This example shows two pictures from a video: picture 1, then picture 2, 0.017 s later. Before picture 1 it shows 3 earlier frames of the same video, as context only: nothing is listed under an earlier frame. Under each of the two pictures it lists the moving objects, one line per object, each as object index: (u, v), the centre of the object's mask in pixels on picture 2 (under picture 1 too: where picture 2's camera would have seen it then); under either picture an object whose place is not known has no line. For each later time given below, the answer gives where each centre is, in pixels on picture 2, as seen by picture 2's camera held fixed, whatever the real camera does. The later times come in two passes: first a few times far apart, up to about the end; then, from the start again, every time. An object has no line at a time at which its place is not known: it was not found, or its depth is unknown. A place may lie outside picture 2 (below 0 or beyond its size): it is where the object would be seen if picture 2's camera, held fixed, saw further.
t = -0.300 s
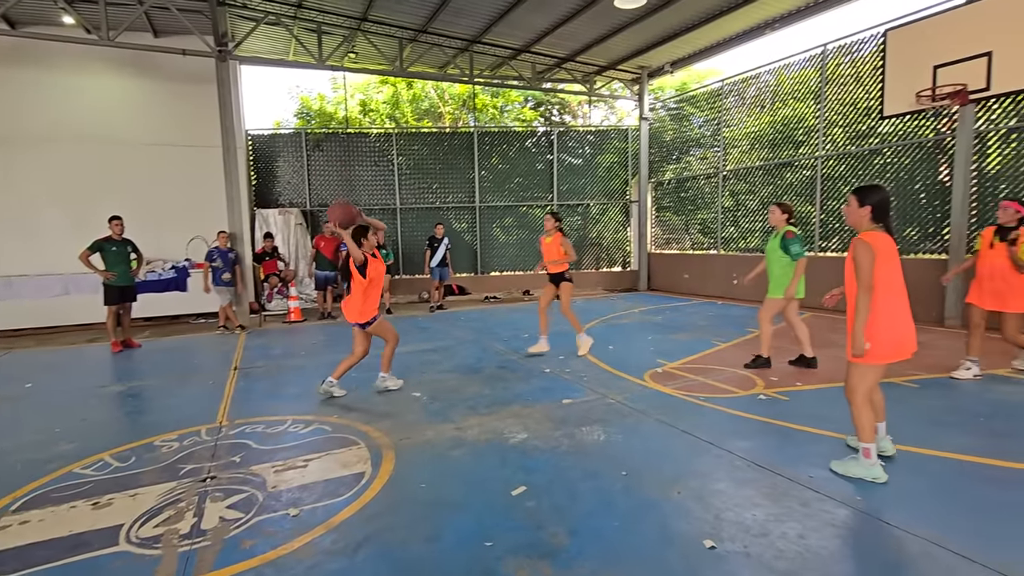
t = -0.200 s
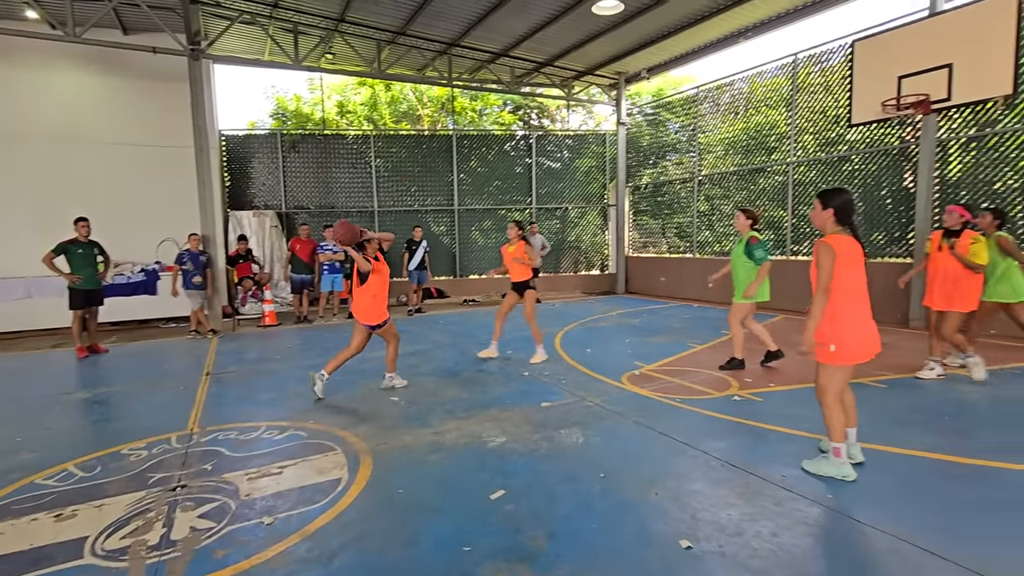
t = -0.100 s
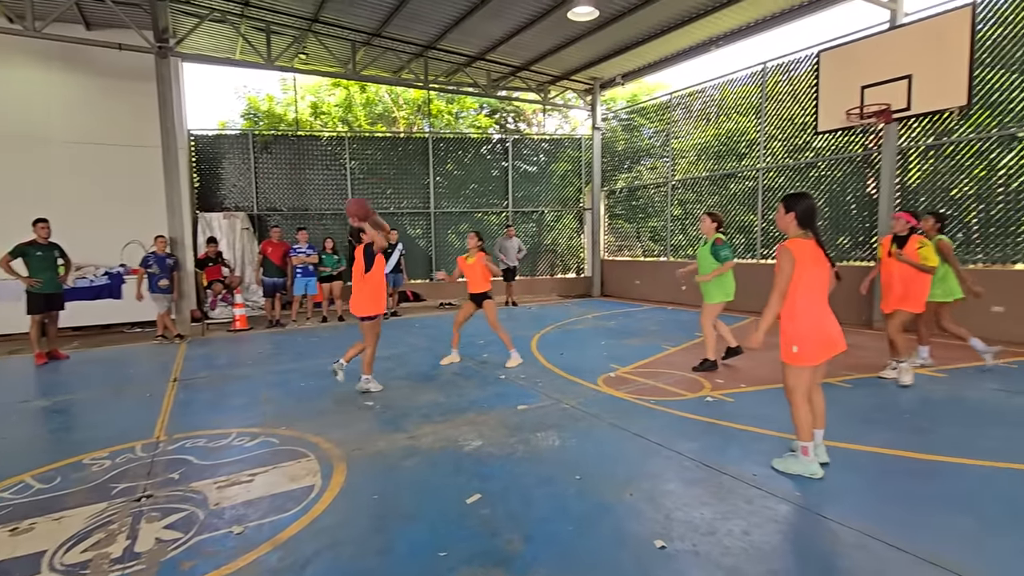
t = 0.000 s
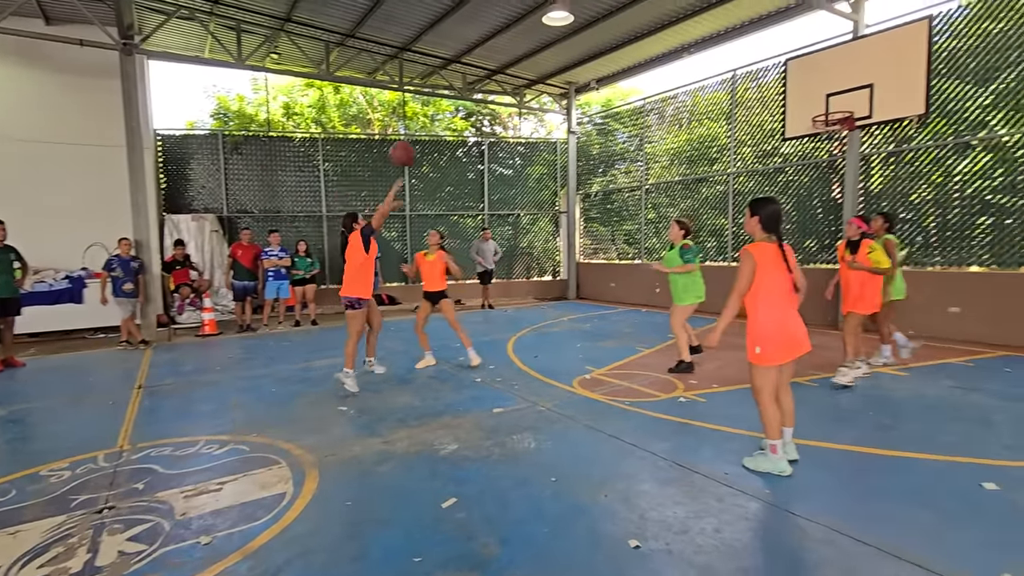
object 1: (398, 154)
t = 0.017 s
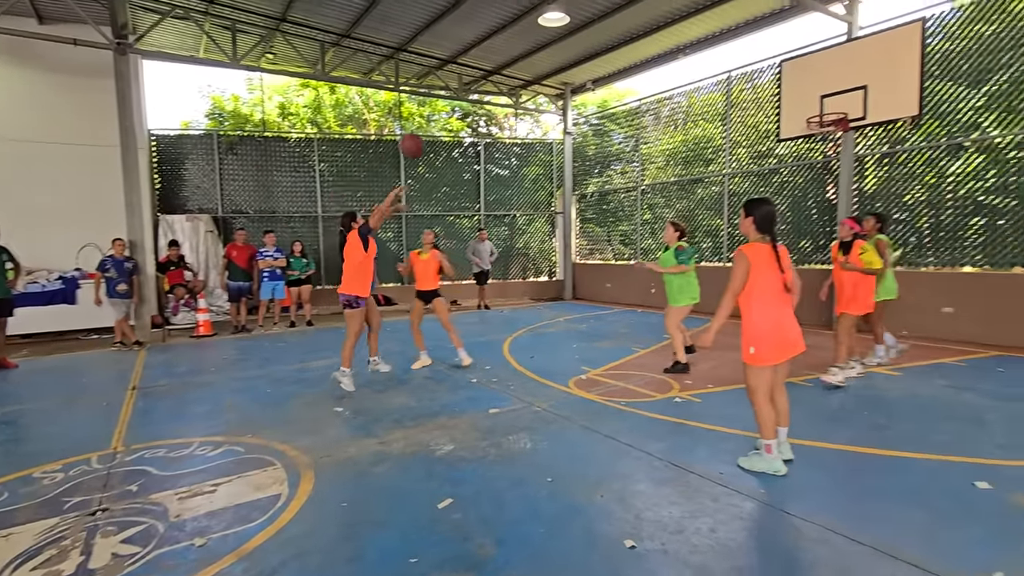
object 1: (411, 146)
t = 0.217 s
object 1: (551, 74)
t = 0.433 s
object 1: (667, 51)
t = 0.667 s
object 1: (759, 76)
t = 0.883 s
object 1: (784, 112)
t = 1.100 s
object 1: (735, 167)
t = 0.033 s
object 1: (425, 136)
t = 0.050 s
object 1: (438, 128)
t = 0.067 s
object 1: (450, 122)
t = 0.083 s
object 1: (463, 115)
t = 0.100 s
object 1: (475, 108)
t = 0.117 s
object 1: (487, 102)
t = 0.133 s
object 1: (498, 96)
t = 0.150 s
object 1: (509, 91)
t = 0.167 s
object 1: (519, 87)
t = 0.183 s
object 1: (531, 82)
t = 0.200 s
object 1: (542, 78)
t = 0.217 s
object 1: (551, 74)
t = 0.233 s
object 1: (562, 71)
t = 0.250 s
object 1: (572, 68)
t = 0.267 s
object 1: (582, 65)
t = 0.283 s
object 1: (591, 62)
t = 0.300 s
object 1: (600, 61)
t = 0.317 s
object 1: (610, 59)
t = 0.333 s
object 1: (618, 57)
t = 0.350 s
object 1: (627, 55)
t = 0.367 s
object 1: (636, 55)
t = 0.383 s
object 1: (644, 54)
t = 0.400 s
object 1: (652, 52)
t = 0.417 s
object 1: (660, 51)
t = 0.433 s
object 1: (667, 51)
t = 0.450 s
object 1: (675, 54)
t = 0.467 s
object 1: (682, 55)
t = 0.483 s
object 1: (689, 56)
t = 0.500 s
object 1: (696, 57)
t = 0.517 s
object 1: (704, 58)
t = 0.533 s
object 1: (711, 58)
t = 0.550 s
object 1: (717, 60)
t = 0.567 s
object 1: (724, 62)
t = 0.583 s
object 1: (730, 64)
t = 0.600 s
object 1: (736, 66)
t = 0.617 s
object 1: (742, 68)
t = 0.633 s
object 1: (748, 70)
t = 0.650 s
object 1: (754, 73)
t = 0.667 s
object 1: (759, 76)
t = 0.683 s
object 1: (765, 79)
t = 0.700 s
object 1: (771, 82)
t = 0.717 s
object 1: (777, 85)
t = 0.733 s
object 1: (781, 88)
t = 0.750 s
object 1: (787, 92)
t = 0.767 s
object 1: (792, 95)
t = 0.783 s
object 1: (796, 99)
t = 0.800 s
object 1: (799, 103)
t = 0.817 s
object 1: (796, 104)
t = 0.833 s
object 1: (793, 106)
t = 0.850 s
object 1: (790, 108)
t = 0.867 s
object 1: (787, 110)
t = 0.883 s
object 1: (784, 112)
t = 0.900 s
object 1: (781, 115)
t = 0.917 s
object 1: (777, 118)
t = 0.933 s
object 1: (773, 121)
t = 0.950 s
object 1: (770, 125)
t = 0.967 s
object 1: (766, 128)
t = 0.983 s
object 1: (762, 132)
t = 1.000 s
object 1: (759, 137)
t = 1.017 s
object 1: (754, 141)
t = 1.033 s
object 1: (751, 145)
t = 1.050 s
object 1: (747, 150)
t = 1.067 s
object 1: (743, 155)
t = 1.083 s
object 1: (739, 161)
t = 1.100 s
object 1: (735, 167)
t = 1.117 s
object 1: (732, 173)
